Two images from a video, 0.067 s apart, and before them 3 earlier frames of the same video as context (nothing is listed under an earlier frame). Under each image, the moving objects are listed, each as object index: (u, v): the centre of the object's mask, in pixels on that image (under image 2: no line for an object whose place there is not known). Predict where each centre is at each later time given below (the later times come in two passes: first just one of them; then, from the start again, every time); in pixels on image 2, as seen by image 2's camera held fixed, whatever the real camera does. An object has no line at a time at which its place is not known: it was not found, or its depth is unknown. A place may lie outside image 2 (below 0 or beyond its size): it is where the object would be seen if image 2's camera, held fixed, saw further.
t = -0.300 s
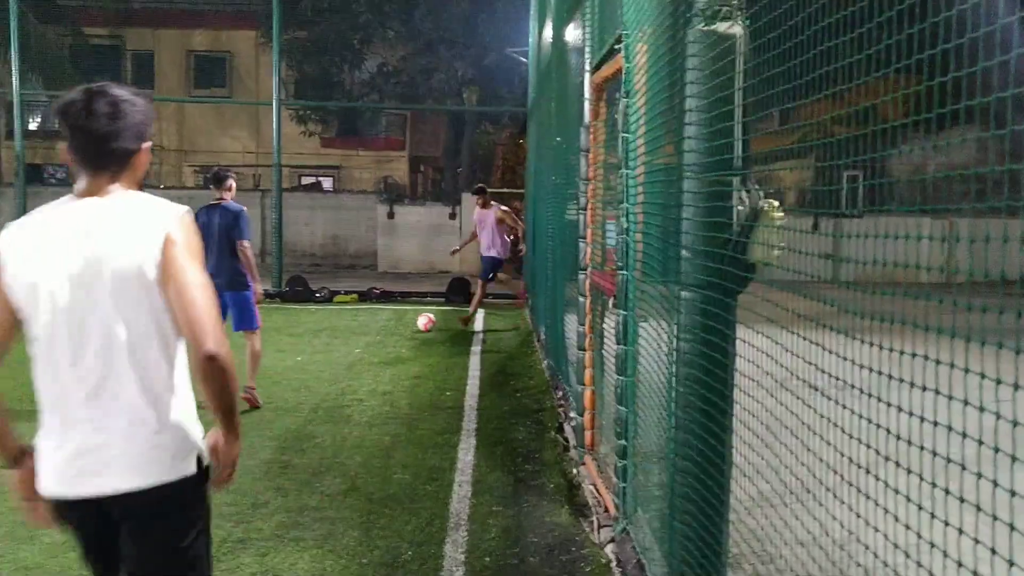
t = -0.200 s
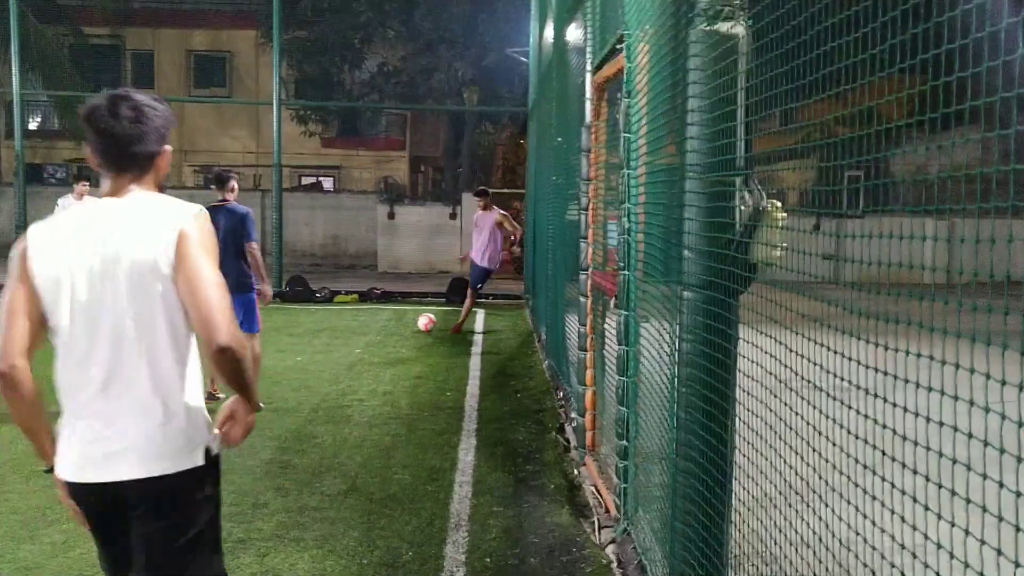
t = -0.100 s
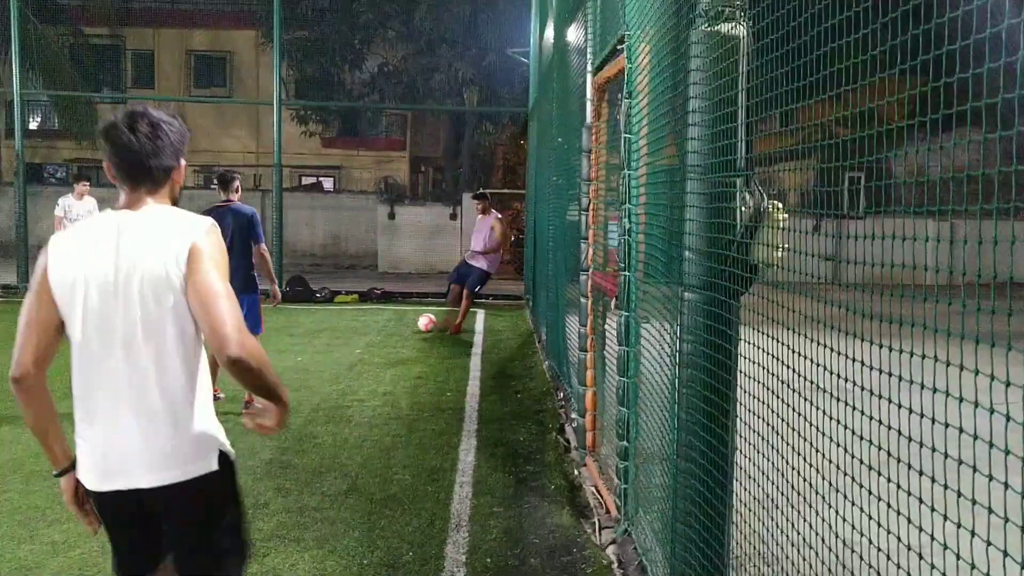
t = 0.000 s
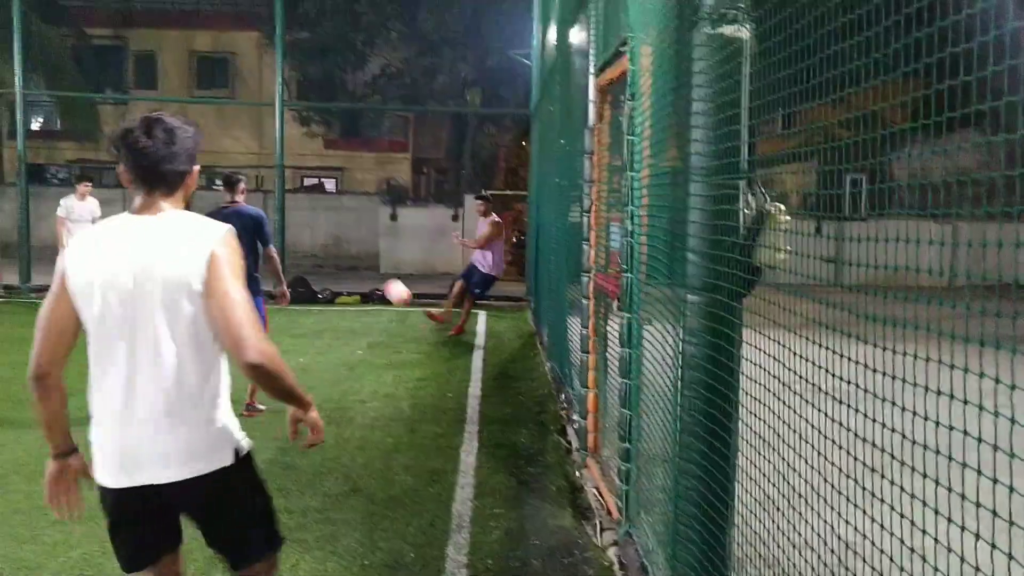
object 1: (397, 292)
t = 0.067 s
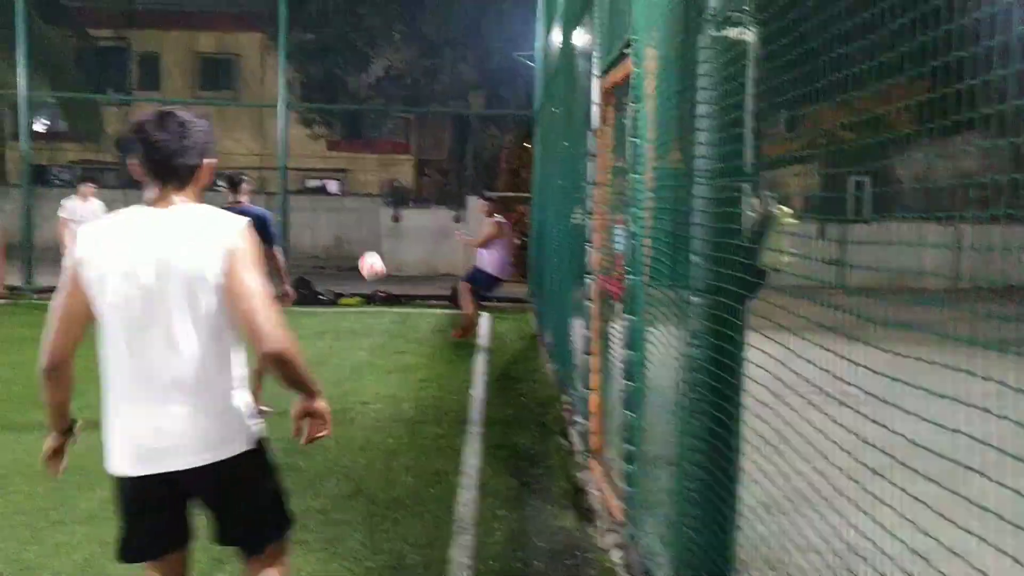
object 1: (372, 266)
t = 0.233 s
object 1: (285, 192)
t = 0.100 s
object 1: (356, 251)
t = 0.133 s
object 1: (339, 236)
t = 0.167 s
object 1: (321, 221)
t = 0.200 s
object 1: (305, 207)
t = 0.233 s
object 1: (285, 192)
